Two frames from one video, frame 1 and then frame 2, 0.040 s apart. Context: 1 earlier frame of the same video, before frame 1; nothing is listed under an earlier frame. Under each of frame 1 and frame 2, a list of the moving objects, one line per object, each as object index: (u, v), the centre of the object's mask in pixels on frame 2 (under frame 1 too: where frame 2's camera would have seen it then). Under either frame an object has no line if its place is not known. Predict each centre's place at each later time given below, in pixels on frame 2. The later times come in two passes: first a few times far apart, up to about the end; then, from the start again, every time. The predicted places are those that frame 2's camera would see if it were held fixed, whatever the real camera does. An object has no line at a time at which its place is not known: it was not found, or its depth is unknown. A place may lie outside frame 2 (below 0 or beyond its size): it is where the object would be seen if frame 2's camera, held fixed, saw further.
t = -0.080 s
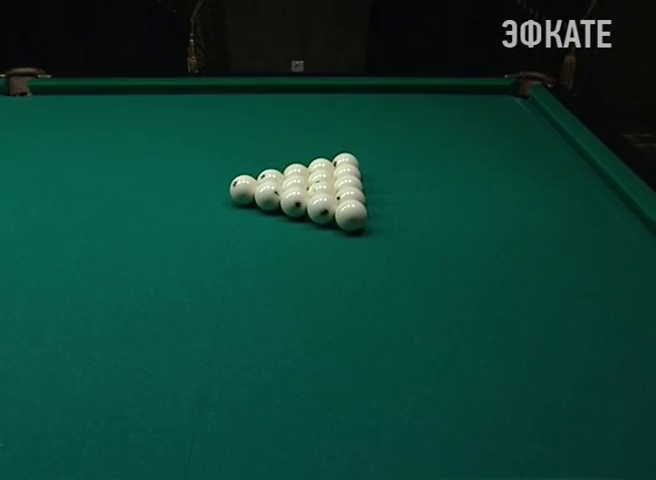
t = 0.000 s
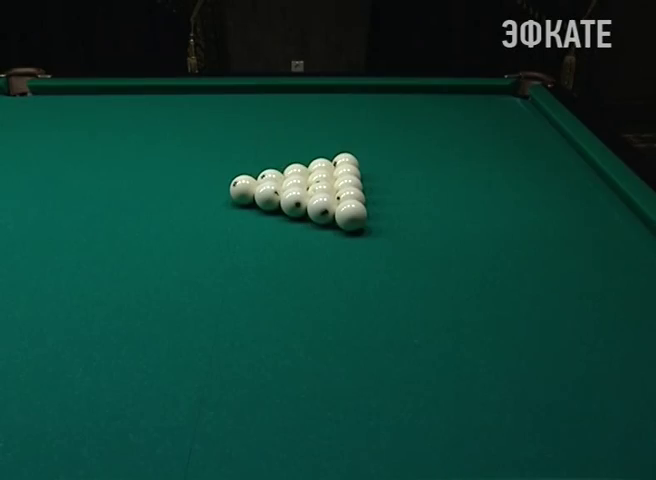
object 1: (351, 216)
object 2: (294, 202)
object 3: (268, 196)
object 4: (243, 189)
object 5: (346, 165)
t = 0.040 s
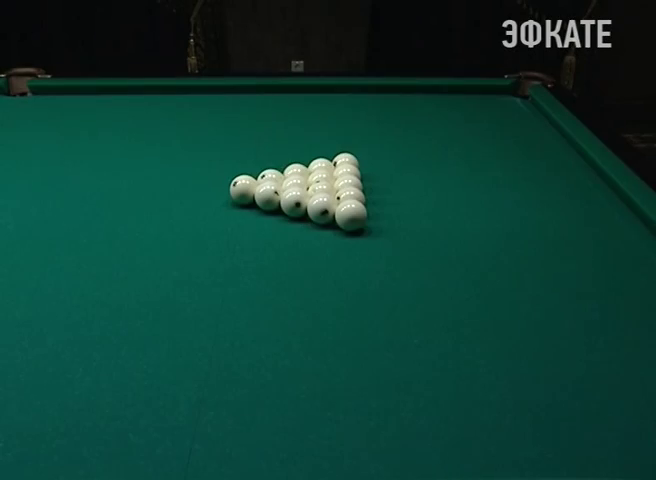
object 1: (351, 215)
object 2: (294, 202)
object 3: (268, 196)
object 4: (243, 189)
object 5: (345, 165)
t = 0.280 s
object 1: (351, 216)
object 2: (294, 202)
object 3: (268, 196)
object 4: (243, 190)
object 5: (345, 165)
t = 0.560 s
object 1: (442, 213)
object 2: (294, 202)
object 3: (266, 197)
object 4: (240, 189)
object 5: (342, 150)
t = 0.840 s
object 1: (526, 206)
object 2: (294, 195)
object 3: (254, 199)
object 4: (232, 182)
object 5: (335, 99)
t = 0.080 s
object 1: (351, 215)
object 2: (294, 202)
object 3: (268, 195)
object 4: (243, 189)
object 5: (345, 165)
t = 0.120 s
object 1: (351, 216)
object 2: (294, 202)
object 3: (268, 196)
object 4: (243, 189)
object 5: (345, 165)
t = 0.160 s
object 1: (351, 215)
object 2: (294, 202)
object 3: (268, 195)
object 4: (243, 190)
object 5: (345, 165)
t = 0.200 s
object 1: (351, 215)
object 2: (294, 202)
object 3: (268, 195)
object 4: (243, 190)
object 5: (345, 165)
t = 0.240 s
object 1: (351, 215)
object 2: (294, 202)
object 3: (268, 196)
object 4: (243, 190)
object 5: (345, 165)
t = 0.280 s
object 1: (351, 216)
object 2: (294, 202)
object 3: (268, 196)
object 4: (243, 190)
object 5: (345, 165)
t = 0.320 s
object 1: (351, 215)
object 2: (294, 202)
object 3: (268, 196)
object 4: (243, 190)
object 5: (345, 165)
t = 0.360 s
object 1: (351, 215)
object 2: (294, 201)
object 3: (268, 195)
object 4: (243, 189)
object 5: (345, 165)
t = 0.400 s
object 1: (351, 215)
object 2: (294, 201)
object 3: (268, 195)
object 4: (243, 189)
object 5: (345, 165)
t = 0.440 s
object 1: (351, 215)
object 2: (294, 202)
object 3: (268, 196)
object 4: (243, 190)
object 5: (345, 165)
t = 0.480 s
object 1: (351, 215)
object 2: (294, 201)
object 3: (268, 196)
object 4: (243, 190)
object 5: (345, 165)
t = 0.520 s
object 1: (384, 214)
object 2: (294, 202)
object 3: (267, 196)
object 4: (242, 189)
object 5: (343, 156)
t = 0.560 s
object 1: (442, 213)
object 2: (294, 202)
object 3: (266, 197)
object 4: (240, 189)
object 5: (342, 150)
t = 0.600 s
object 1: (495, 211)
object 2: (294, 201)
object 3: (264, 198)
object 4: (239, 189)
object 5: (341, 141)
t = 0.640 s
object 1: (546, 210)
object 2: (294, 201)
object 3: (263, 200)
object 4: (238, 188)
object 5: (340, 133)
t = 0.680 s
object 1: (593, 209)
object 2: (294, 201)
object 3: (261, 200)
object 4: (236, 187)
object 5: (339, 126)
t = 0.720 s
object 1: (621, 209)
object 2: (294, 200)
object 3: (259, 201)
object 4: (235, 187)
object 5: (338, 119)
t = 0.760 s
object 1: (587, 208)
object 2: (294, 199)
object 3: (257, 201)
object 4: (234, 186)
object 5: (337, 113)
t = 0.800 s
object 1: (556, 207)
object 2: (294, 197)
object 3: (256, 200)
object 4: (233, 184)
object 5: (336, 106)
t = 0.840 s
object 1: (526, 206)
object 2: (294, 195)
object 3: (254, 199)
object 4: (232, 182)
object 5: (335, 99)
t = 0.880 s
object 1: (498, 205)
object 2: (294, 194)
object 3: (252, 199)
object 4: (231, 180)
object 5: (335, 94)
